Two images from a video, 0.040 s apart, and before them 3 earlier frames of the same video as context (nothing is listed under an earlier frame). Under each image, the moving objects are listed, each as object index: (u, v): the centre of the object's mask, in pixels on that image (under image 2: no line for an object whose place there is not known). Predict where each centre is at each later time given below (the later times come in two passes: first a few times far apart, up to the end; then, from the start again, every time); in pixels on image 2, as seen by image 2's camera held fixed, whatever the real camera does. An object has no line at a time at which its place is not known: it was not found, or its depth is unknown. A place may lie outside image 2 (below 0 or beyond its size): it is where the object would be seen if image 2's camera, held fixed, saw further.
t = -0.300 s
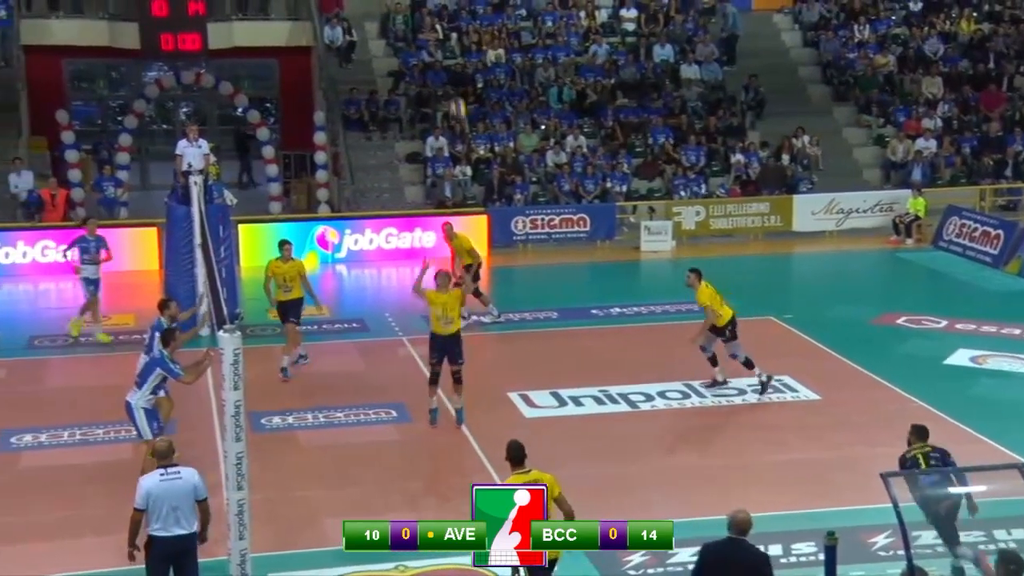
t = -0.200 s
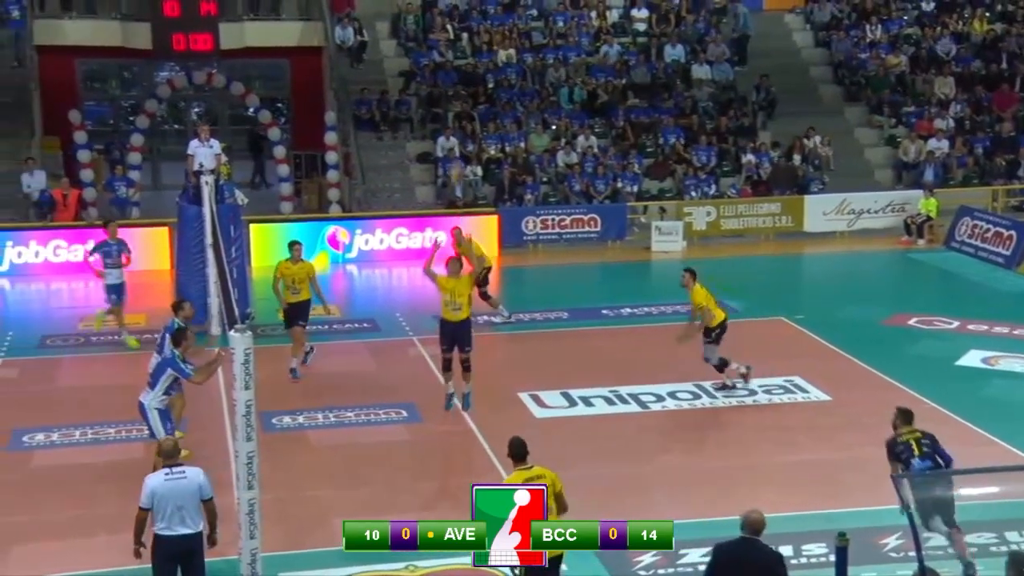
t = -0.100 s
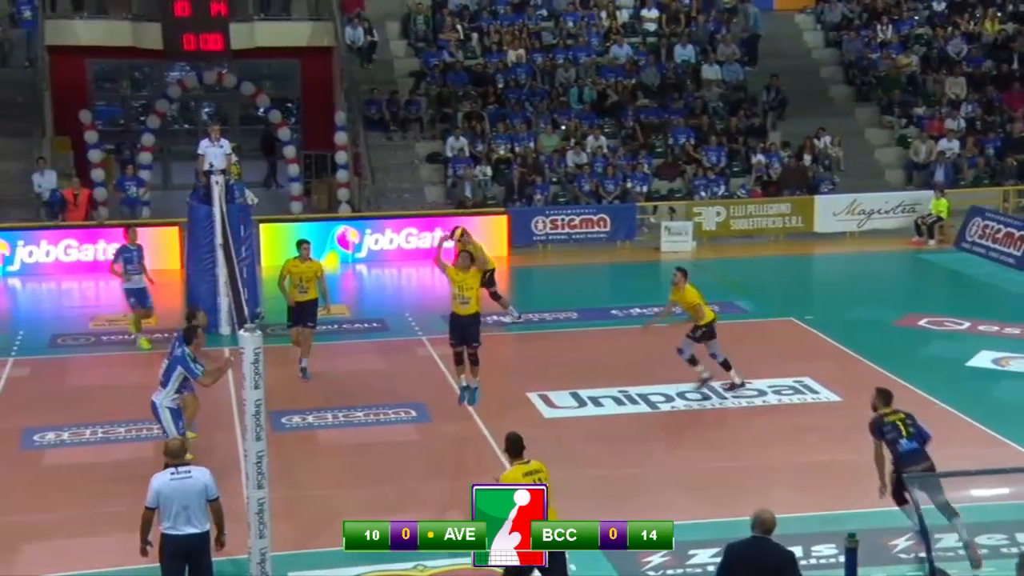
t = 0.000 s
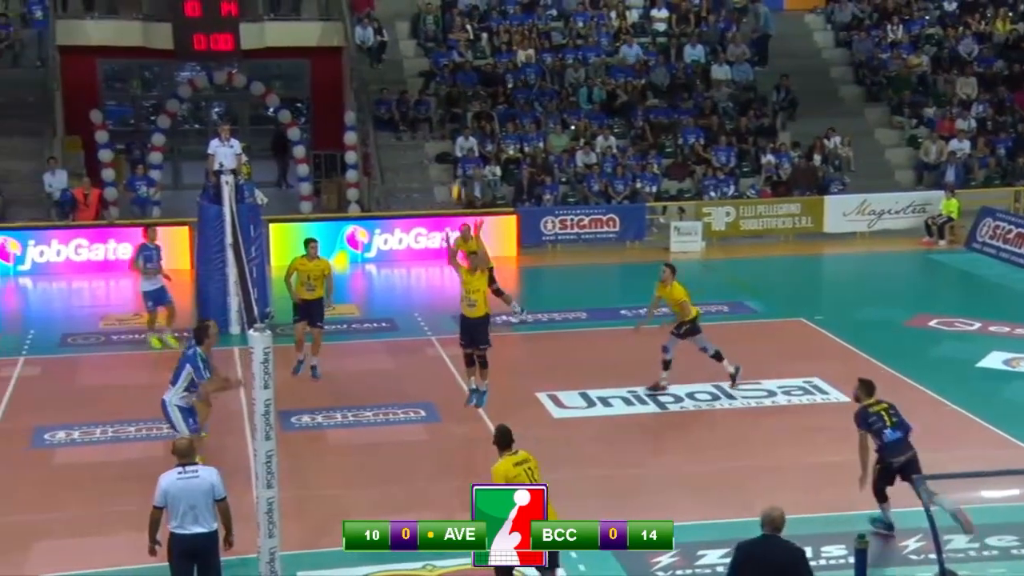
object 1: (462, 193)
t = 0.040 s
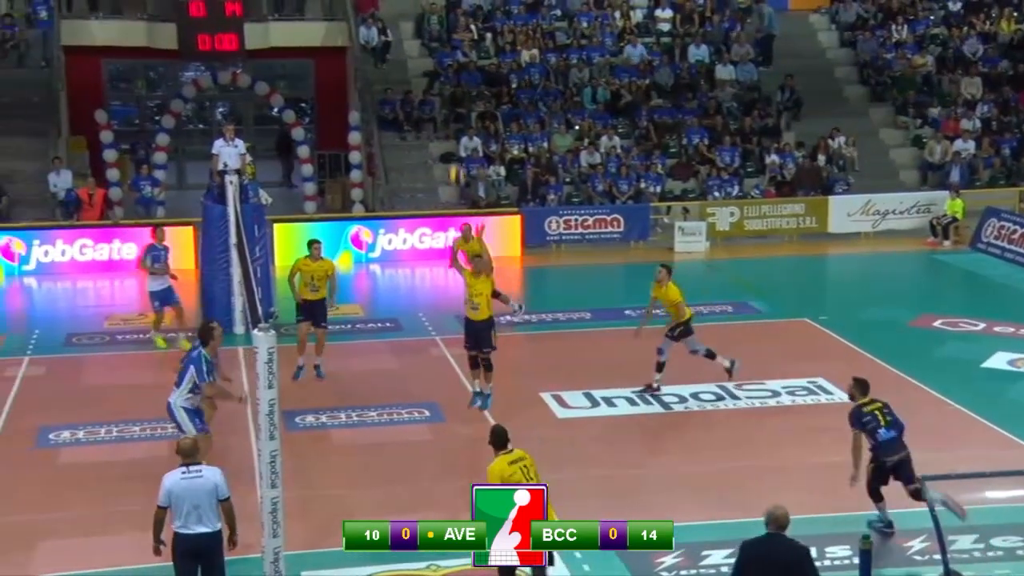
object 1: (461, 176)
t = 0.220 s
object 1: (436, 106)
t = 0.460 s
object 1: (404, 55)
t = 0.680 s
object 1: (373, 52)
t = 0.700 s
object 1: (370, 54)
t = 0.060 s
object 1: (458, 165)
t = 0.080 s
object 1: (455, 158)
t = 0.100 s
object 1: (453, 149)
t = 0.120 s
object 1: (450, 142)
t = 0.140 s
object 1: (447, 133)
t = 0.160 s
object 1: (444, 127)
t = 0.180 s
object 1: (441, 119)
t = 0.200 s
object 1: (439, 113)
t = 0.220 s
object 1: (436, 106)
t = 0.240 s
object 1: (434, 100)
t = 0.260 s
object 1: (430, 95)
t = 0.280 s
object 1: (428, 89)
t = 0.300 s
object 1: (426, 84)
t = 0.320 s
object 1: (422, 79)
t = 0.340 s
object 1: (420, 75)
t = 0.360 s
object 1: (417, 72)
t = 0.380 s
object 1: (415, 67)
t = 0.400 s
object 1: (412, 64)
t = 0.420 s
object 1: (410, 61)
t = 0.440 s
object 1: (407, 58)
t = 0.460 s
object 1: (404, 55)
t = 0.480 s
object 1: (401, 54)
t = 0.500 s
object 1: (399, 52)
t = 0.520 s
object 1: (396, 50)
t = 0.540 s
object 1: (393, 49)
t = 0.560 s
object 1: (389, 49)
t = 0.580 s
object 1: (386, 49)
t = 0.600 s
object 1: (384, 50)
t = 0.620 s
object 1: (381, 50)
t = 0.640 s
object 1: (378, 51)
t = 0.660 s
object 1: (375, 51)
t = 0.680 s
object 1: (373, 52)
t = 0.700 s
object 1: (370, 54)
